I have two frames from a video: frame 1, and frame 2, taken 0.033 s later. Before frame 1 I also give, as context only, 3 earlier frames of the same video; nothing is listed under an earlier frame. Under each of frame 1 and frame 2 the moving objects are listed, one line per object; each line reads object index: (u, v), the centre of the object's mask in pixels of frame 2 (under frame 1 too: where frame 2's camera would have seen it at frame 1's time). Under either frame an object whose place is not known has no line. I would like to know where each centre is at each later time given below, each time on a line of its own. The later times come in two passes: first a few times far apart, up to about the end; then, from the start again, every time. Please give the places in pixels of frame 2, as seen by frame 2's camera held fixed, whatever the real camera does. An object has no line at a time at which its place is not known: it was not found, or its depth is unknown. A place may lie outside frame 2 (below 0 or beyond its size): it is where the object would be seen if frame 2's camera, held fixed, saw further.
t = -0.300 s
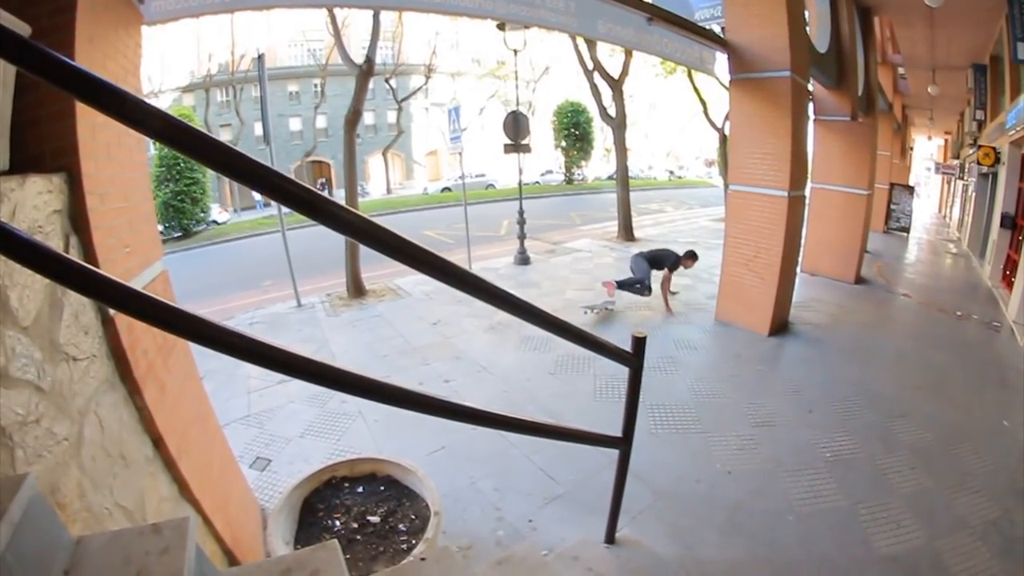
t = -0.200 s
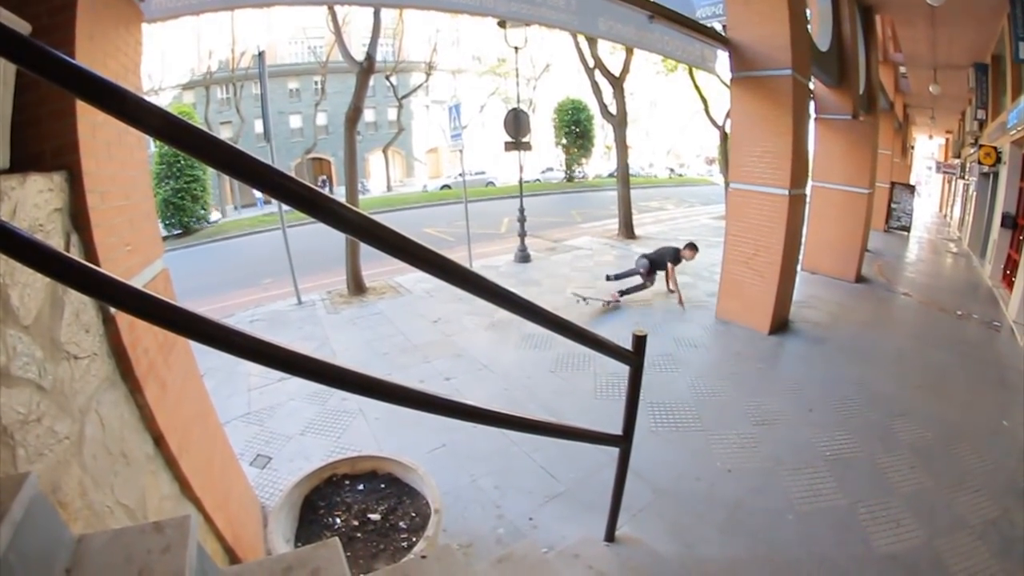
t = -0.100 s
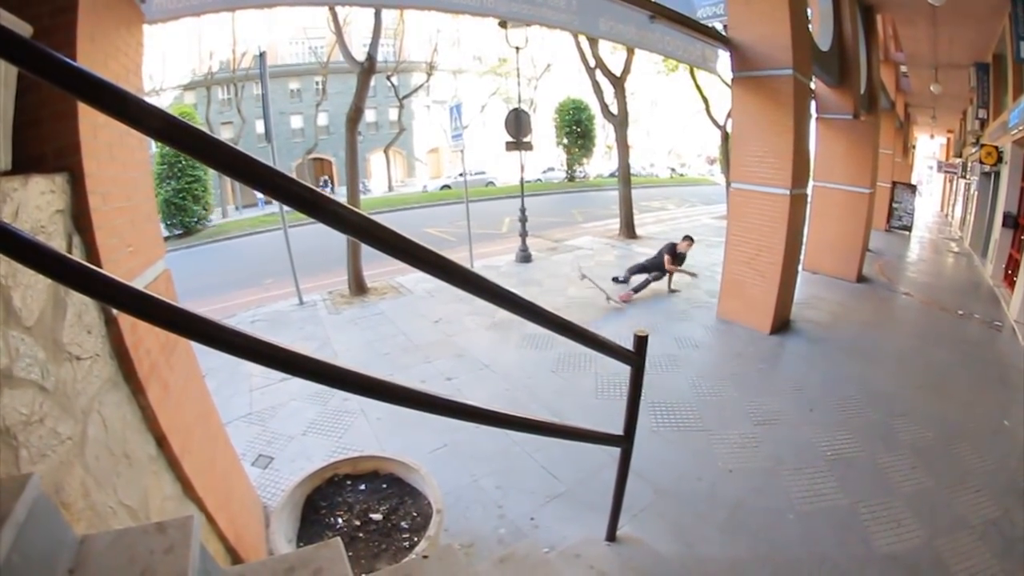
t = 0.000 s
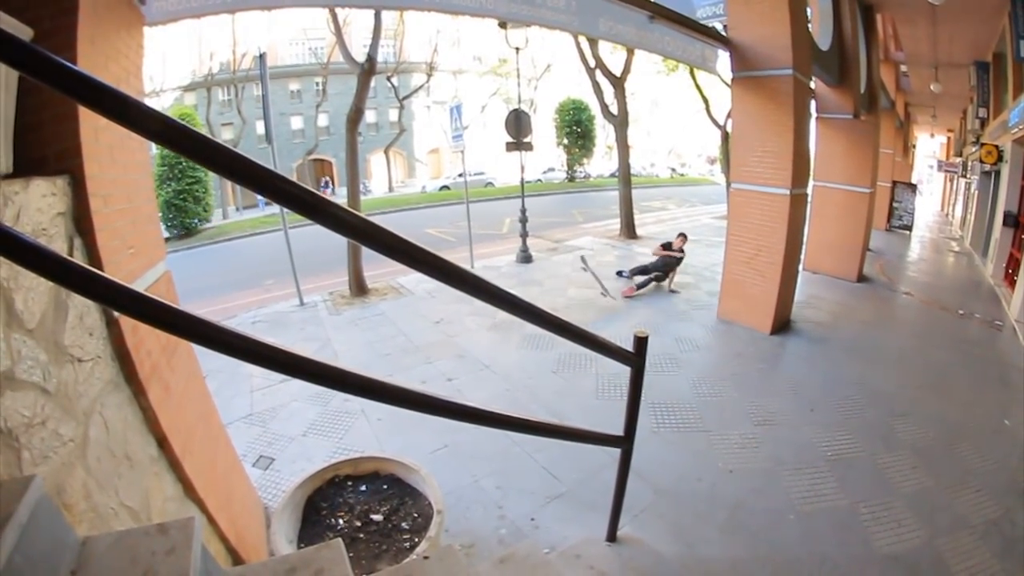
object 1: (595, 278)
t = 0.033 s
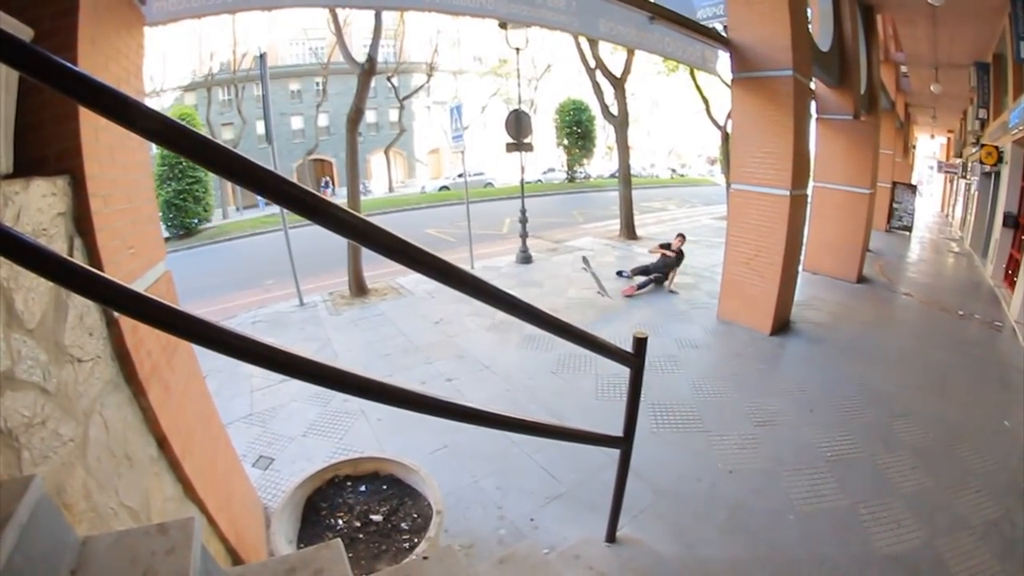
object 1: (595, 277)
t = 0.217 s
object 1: (592, 286)
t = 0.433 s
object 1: (590, 284)
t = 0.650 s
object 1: (596, 282)
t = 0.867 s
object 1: (607, 277)
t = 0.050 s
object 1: (594, 277)
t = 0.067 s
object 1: (594, 277)
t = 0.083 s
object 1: (594, 277)
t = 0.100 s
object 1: (594, 278)
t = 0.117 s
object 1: (593, 279)
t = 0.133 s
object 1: (593, 280)
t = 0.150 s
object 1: (593, 280)
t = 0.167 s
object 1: (593, 281)
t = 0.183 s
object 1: (593, 283)
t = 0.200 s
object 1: (592, 285)
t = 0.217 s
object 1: (592, 286)
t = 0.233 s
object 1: (592, 286)
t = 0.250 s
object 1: (591, 287)
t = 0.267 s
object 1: (590, 287)
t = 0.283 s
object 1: (589, 287)
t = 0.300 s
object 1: (589, 287)
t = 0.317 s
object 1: (589, 286)
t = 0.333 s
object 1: (589, 286)
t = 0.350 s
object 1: (589, 285)
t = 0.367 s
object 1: (590, 284)
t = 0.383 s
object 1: (590, 284)
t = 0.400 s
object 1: (590, 284)
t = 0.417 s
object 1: (590, 284)
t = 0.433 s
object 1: (590, 284)
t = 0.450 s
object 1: (590, 284)
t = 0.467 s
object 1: (591, 284)
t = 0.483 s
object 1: (590, 284)
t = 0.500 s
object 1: (591, 284)
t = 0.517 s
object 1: (591, 283)
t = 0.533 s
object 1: (592, 283)
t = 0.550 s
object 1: (592, 283)
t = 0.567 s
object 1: (593, 283)
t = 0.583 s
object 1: (593, 283)
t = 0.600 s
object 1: (594, 283)
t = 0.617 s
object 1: (594, 283)
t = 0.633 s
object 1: (595, 282)
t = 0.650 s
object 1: (596, 282)
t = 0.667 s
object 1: (596, 282)
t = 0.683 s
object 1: (597, 282)
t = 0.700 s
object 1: (598, 281)
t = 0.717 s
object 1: (599, 281)
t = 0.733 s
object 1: (600, 280)
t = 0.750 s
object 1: (601, 280)
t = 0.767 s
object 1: (602, 280)
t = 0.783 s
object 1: (603, 279)
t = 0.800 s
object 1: (604, 279)
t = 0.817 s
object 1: (605, 279)
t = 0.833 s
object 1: (606, 278)
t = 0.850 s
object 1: (607, 277)
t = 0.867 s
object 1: (607, 277)
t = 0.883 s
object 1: (607, 277)
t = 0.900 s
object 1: (609, 276)
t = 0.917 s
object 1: (610, 276)
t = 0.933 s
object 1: (611, 275)
